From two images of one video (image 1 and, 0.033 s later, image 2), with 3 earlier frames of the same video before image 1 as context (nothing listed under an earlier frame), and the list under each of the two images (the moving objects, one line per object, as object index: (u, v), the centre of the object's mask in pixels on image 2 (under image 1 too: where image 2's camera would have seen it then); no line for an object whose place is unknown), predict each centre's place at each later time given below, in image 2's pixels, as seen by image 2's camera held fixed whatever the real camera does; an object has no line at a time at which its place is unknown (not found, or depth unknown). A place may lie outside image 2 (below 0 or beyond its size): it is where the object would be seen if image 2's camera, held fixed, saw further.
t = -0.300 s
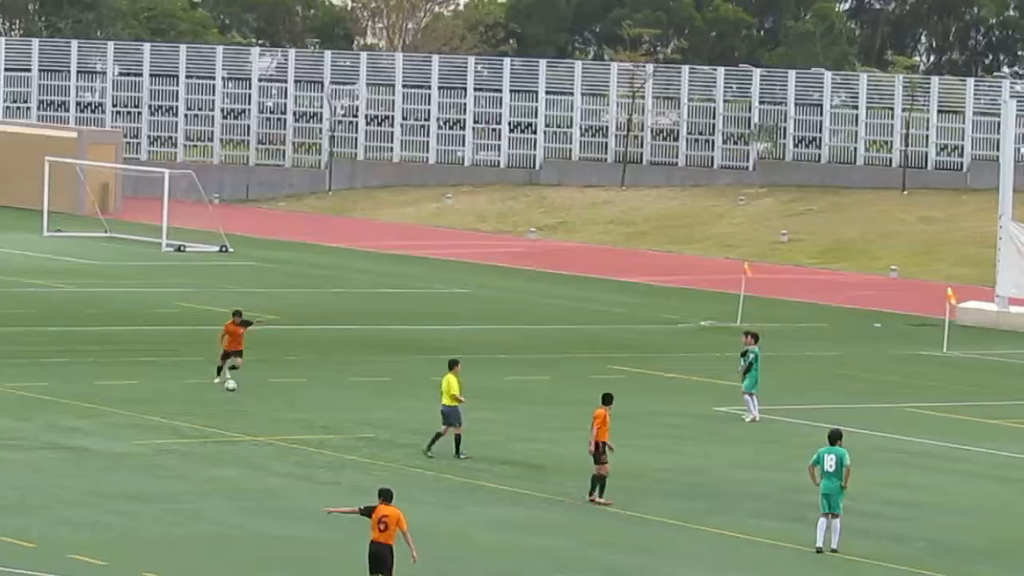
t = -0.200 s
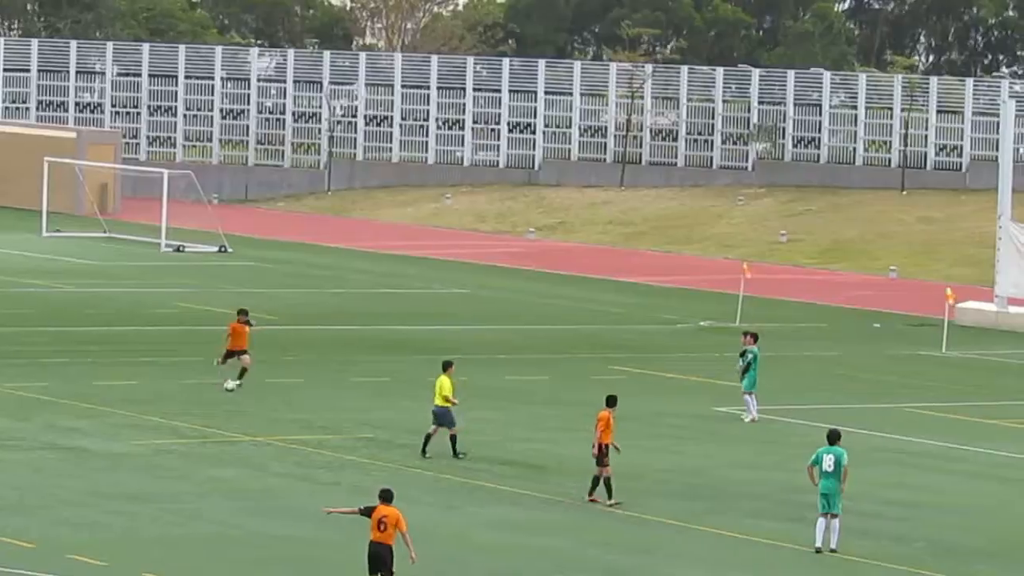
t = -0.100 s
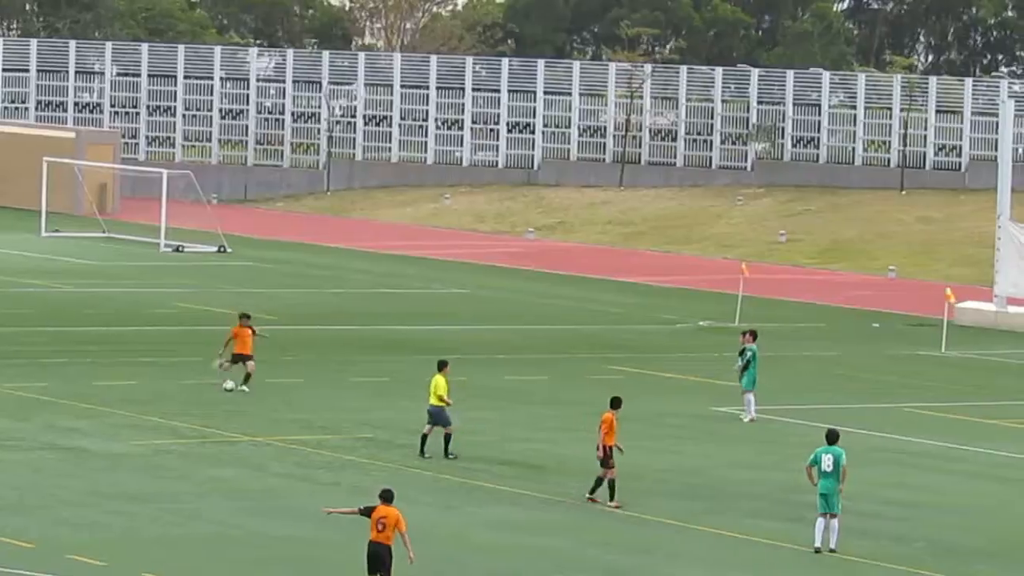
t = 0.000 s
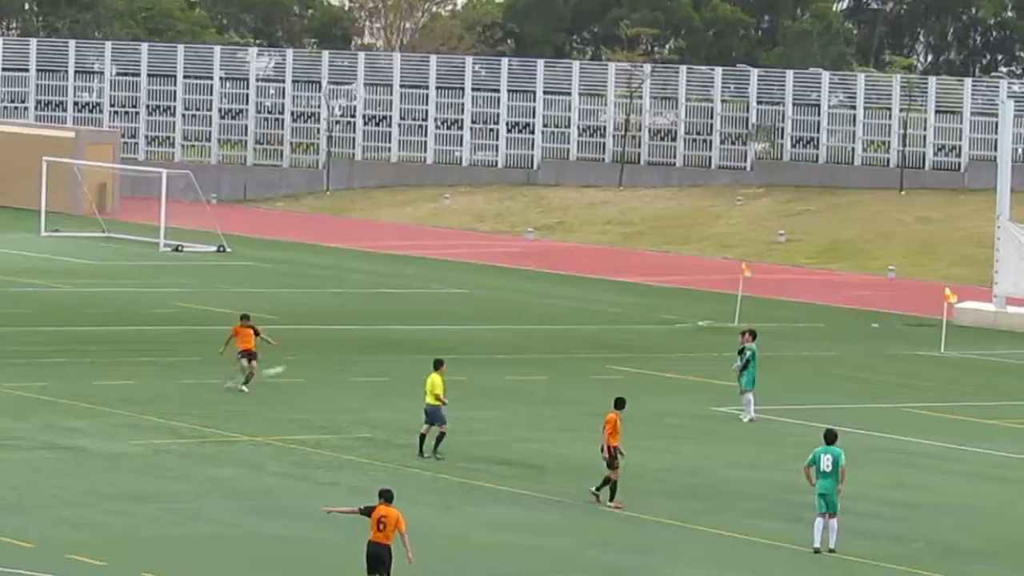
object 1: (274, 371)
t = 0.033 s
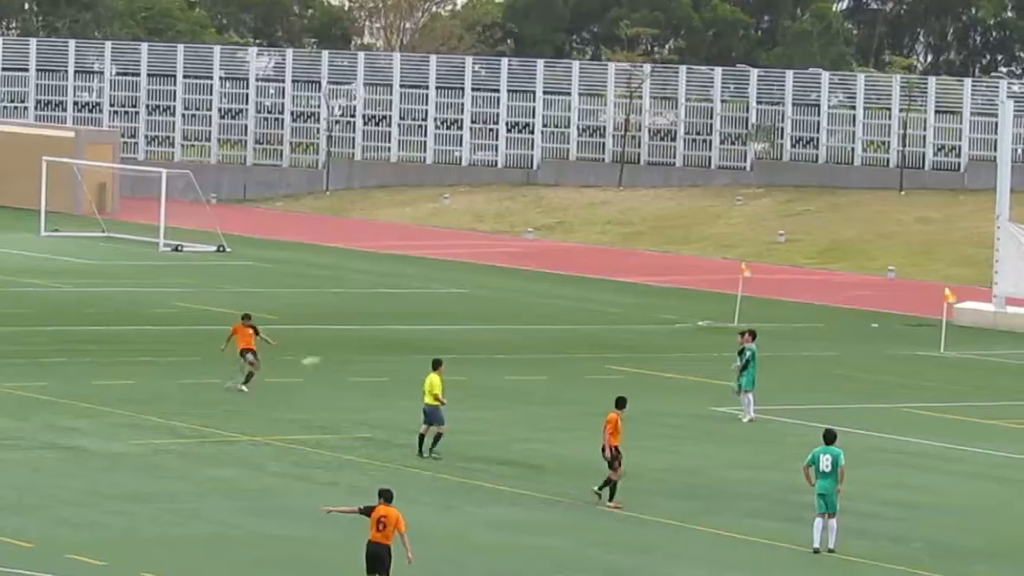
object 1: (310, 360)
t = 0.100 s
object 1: (385, 343)
